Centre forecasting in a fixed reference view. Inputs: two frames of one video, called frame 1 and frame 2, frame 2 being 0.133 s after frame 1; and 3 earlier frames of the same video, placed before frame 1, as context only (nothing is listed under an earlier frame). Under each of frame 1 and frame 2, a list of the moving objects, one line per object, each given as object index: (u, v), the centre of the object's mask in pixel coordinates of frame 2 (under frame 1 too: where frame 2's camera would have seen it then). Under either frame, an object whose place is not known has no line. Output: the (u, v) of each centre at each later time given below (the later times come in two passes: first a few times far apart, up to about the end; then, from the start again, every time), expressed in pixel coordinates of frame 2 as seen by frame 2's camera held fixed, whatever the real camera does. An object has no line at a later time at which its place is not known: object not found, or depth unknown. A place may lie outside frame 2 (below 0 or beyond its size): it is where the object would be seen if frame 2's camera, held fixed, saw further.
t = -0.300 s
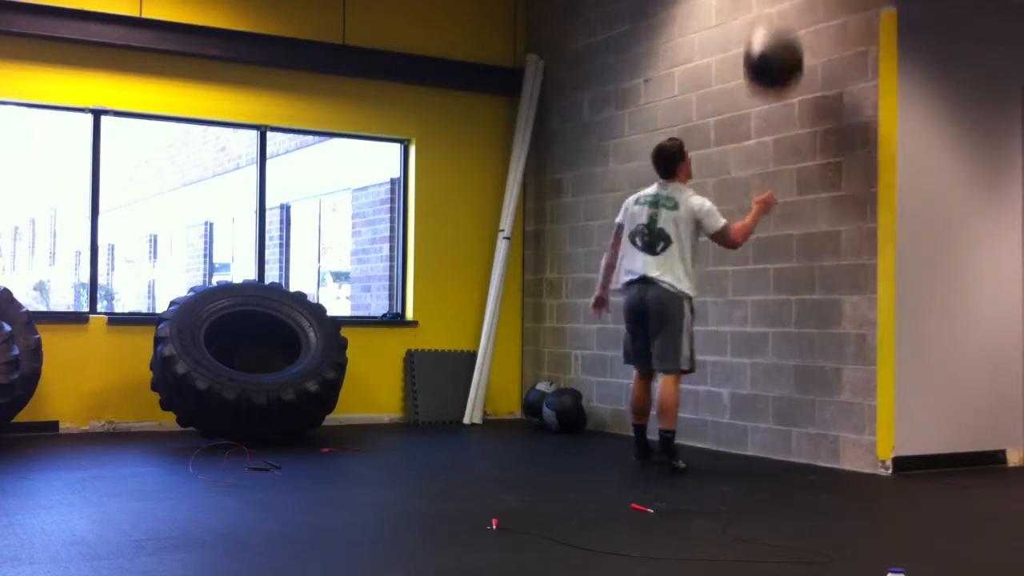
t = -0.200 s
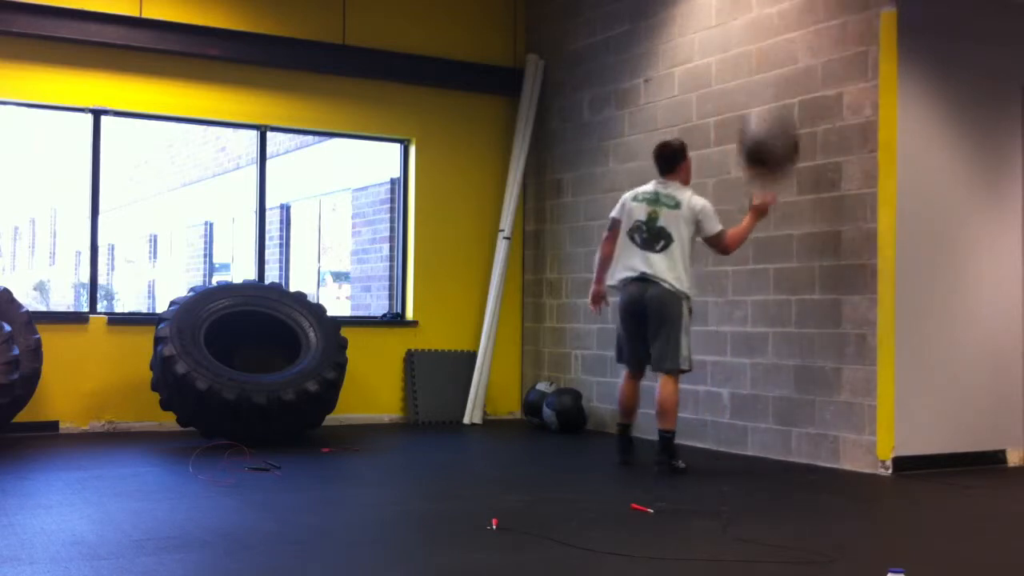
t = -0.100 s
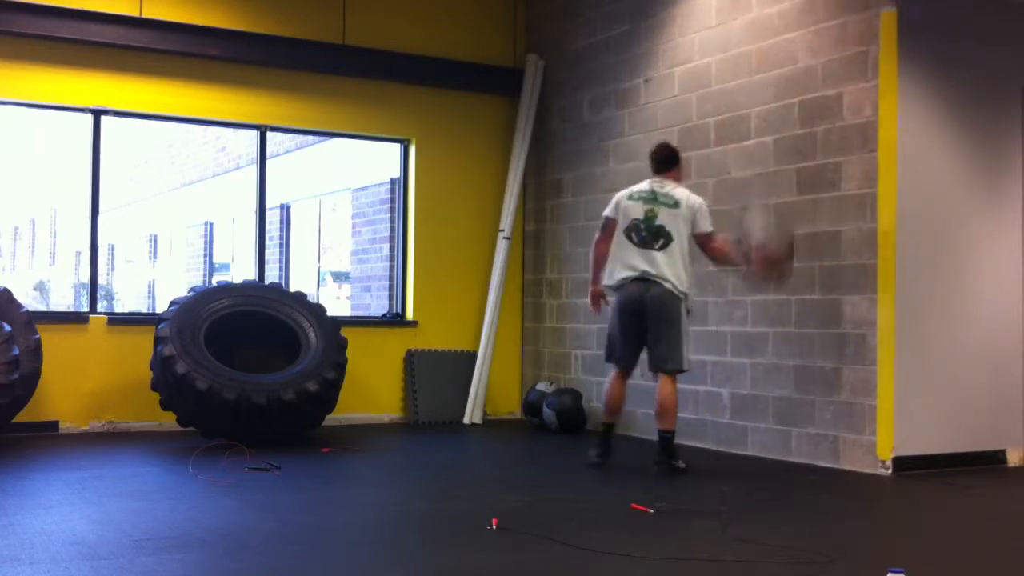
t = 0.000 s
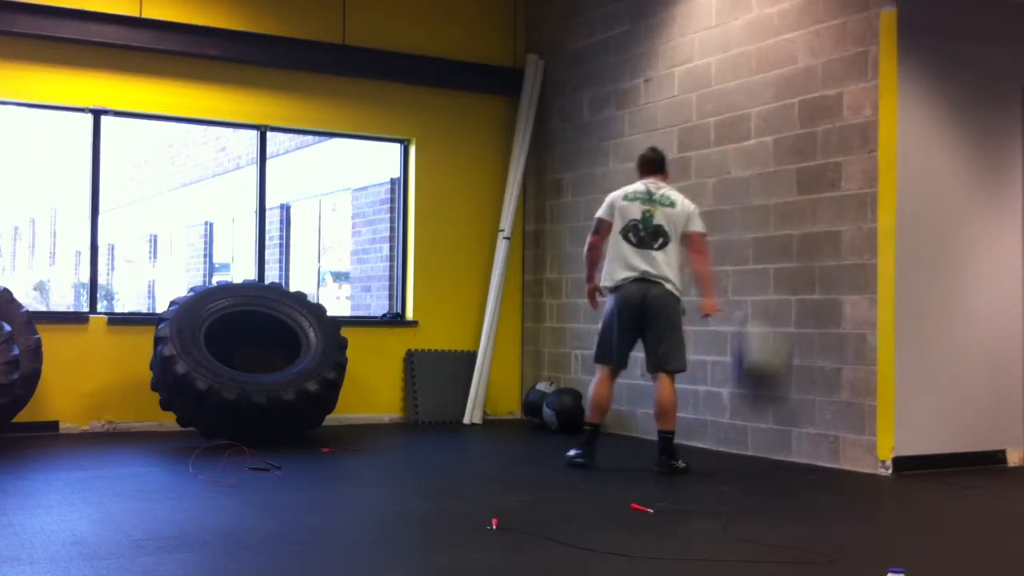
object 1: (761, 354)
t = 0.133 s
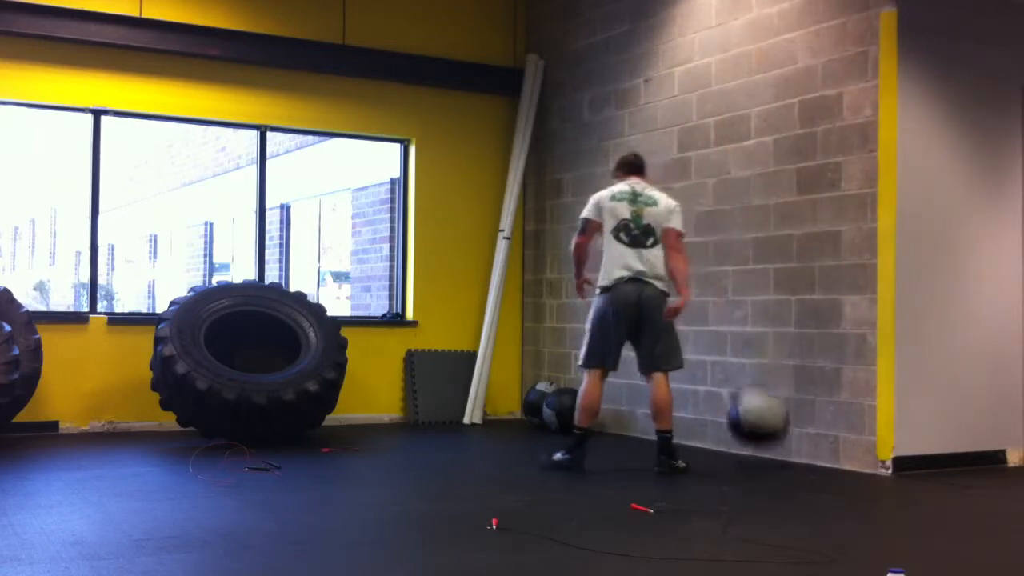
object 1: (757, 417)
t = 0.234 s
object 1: (753, 377)
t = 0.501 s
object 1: (742, 347)
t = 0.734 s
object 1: (731, 418)
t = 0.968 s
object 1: (720, 413)
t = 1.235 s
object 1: (707, 438)
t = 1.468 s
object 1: (698, 440)
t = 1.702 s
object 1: (692, 439)
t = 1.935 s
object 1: (690, 439)
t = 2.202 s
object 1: (690, 440)
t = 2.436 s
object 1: (690, 440)
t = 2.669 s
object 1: (690, 441)
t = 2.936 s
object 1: (688, 441)
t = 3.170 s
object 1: (687, 441)
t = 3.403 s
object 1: (686, 442)
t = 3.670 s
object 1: (686, 442)
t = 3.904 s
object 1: (686, 442)
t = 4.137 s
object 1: (686, 442)
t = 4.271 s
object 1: (686, 442)
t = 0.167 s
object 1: (756, 403)
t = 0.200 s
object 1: (756, 390)
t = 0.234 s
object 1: (753, 377)
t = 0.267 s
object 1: (752, 367)
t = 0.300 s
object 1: (751, 360)
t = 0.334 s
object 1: (750, 353)
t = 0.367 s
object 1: (748, 348)
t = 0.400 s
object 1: (747, 345)
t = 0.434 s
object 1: (745, 344)
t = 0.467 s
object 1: (744, 345)
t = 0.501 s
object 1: (742, 347)
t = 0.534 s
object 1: (741, 351)
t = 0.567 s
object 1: (739, 358)
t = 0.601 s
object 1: (737, 365)
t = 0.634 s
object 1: (736, 376)
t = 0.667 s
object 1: (734, 388)
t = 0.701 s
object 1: (732, 401)
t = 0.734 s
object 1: (731, 418)
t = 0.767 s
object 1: (729, 435)
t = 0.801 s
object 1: (728, 440)
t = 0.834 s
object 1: (726, 432)
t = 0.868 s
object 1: (725, 426)
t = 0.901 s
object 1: (723, 420)
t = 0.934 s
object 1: (721, 415)
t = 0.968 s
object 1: (720, 413)
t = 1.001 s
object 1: (718, 413)
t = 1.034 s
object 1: (716, 414)
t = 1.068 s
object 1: (715, 417)
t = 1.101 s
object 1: (713, 421)
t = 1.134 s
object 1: (712, 428)
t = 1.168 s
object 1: (709, 437)
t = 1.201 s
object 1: (707, 442)
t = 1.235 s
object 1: (707, 438)
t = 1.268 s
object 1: (706, 435)
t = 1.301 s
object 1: (704, 433)
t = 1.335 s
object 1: (703, 433)
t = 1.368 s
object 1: (702, 434)
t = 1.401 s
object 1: (700, 438)
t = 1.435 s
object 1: (699, 440)
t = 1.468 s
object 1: (698, 440)
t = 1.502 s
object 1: (697, 439)
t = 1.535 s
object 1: (696, 439)
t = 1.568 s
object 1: (695, 440)
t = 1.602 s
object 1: (694, 440)
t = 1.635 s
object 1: (693, 439)
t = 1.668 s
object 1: (692, 439)
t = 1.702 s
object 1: (692, 439)
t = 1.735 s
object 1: (691, 439)
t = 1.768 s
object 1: (691, 439)
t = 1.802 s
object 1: (690, 439)
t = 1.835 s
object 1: (690, 439)
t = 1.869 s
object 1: (690, 439)
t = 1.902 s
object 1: (690, 439)
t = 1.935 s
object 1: (690, 439)
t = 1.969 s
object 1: (690, 440)
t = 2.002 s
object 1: (690, 440)
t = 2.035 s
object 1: (690, 440)
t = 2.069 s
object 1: (690, 440)
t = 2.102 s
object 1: (690, 440)
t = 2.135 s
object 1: (690, 440)
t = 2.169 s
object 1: (690, 440)
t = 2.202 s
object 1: (690, 440)
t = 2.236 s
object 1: (690, 440)
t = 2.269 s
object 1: (690, 440)
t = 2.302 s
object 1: (690, 440)
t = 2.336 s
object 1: (690, 440)
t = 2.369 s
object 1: (690, 440)
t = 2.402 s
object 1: (690, 440)
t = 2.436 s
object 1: (690, 440)
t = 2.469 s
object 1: (690, 440)
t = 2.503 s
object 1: (690, 441)
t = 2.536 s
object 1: (690, 441)
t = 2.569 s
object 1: (690, 441)
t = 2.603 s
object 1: (690, 441)
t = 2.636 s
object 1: (690, 441)
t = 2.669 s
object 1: (690, 441)
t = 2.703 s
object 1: (689, 441)
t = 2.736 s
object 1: (689, 441)
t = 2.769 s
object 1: (689, 441)
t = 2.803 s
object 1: (689, 441)
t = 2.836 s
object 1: (689, 441)
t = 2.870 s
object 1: (689, 441)
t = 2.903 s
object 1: (689, 441)
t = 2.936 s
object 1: (688, 441)
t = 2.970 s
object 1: (688, 441)
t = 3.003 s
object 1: (688, 441)
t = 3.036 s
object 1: (688, 441)
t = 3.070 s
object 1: (688, 441)
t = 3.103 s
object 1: (688, 442)
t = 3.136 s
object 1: (687, 442)
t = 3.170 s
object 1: (687, 441)
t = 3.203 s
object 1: (687, 442)
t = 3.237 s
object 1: (686, 442)
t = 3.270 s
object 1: (686, 442)
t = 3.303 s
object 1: (686, 442)
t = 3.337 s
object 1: (686, 442)
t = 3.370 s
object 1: (686, 442)
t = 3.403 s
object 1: (686, 442)
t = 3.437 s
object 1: (686, 442)
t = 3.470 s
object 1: (686, 442)
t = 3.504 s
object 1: (686, 442)
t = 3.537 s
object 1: (686, 442)
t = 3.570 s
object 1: (686, 442)
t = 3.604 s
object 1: (686, 442)
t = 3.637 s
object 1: (686, 442)
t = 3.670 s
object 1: (686, 442)
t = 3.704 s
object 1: (686, 442)
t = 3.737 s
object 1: (686, 442)
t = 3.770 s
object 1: (686, 442)
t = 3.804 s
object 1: (686, 442)
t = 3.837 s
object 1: (686, 442)
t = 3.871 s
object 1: (686, 442)
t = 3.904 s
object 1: (686, 442)
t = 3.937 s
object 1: (686, 442)
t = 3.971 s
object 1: (686, 442)
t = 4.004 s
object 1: (686, 442)
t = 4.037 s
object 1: (686, 442)
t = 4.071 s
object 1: (686, 442)
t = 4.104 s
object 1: (686, 442)
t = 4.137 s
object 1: (686, 442)
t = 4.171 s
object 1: (686, 442)
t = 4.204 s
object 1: (686, 442)
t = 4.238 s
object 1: (686, 442)
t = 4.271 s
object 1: (686, 442)
